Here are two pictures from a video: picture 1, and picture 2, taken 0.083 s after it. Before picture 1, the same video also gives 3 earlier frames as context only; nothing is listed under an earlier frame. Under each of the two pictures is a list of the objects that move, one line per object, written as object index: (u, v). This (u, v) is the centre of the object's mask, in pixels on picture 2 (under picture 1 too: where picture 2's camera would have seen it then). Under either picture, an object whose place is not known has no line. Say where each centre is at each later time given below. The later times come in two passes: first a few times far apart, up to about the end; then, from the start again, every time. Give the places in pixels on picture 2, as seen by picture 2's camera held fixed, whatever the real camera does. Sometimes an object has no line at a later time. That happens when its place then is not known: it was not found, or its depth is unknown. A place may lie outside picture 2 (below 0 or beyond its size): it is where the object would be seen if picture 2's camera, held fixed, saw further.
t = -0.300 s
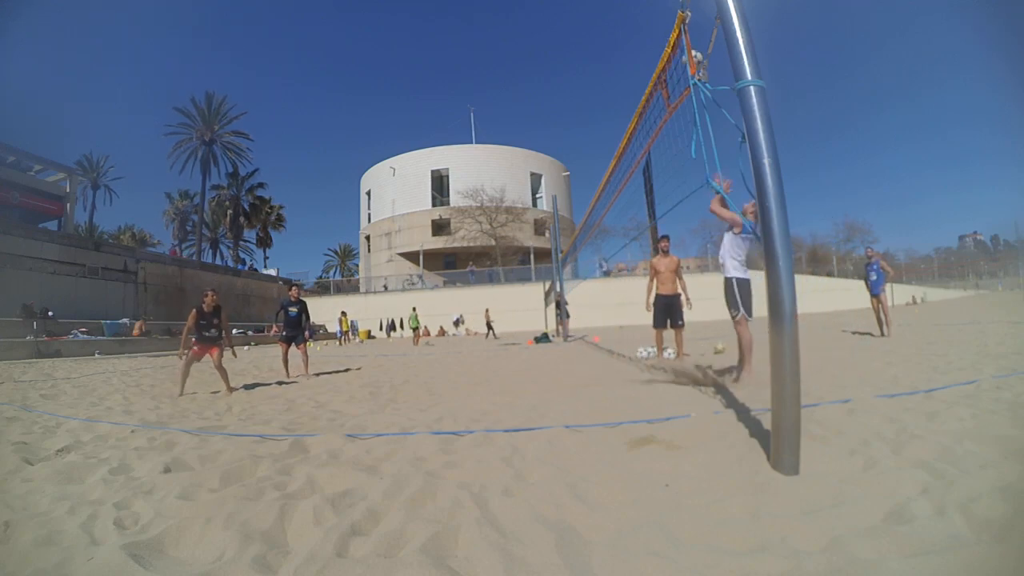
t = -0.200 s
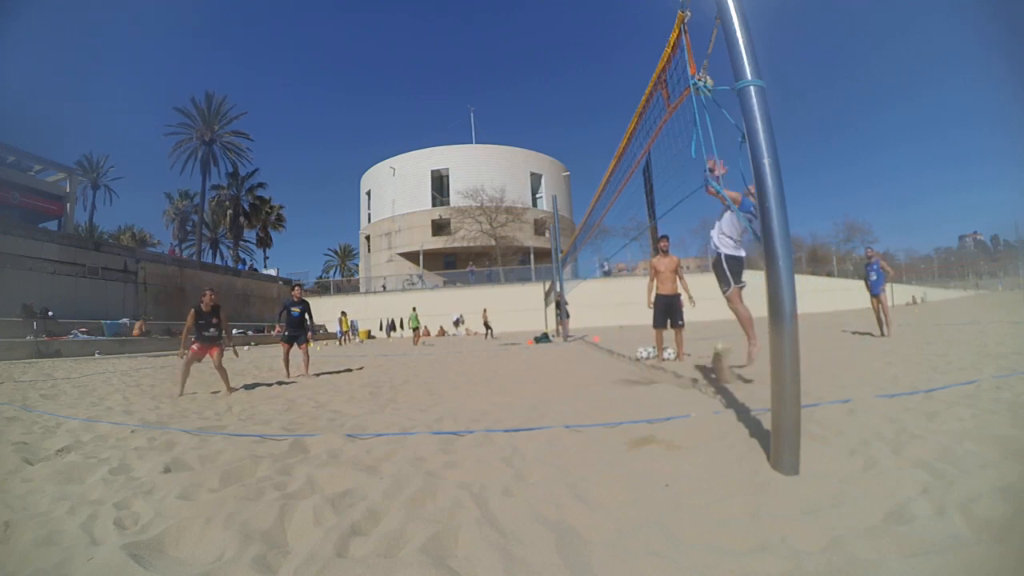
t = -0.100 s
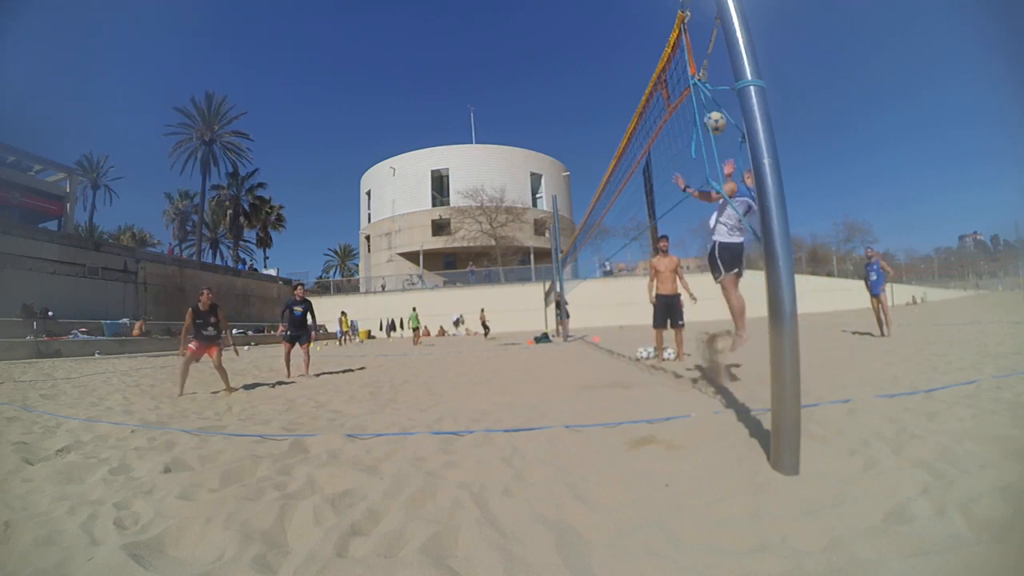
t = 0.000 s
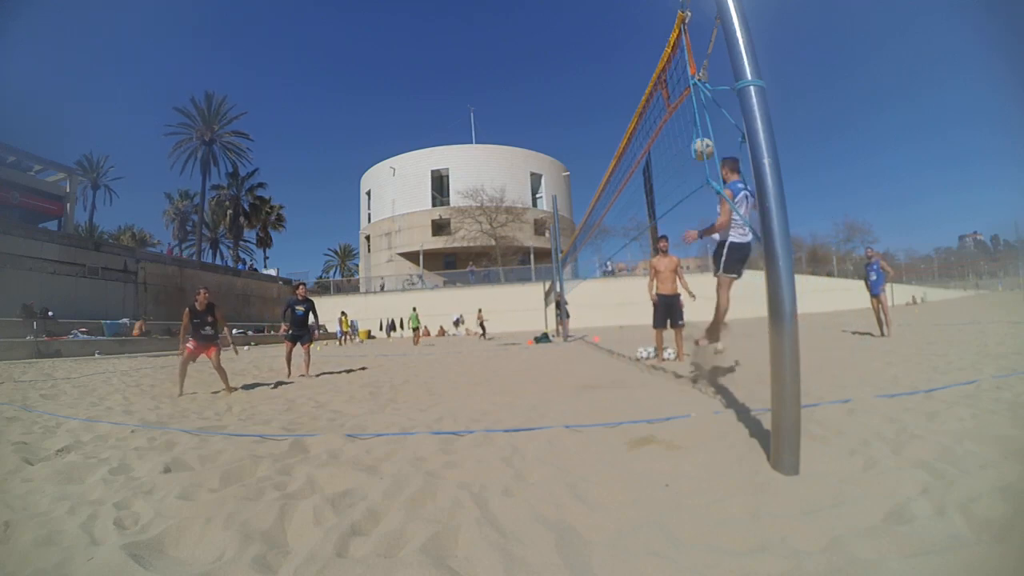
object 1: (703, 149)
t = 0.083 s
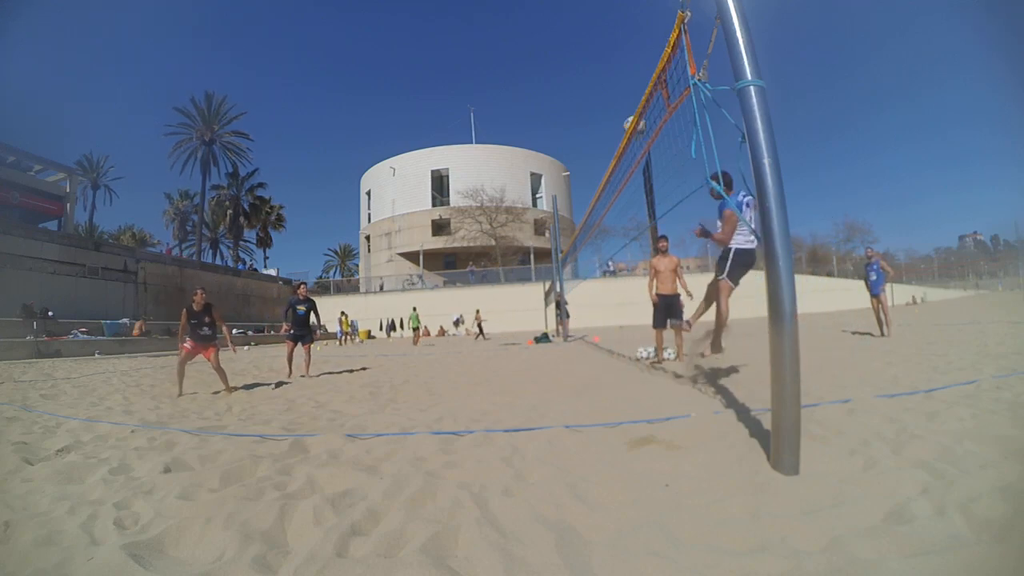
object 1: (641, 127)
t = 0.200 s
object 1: (544, 112)
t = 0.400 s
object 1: (406, 122)
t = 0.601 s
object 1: (295, 167)
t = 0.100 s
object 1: (620, 123)
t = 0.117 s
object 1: (608, 121)
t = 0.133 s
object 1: (595, 118)
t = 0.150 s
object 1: (582, 116)
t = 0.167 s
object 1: (569, 114)
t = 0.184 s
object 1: (557, 113)
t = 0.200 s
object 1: (544, 112)
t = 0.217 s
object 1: (532, 111)
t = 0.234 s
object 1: (519, 110)
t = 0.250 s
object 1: (507, 110)
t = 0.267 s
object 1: (495, 110)
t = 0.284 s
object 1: (484, 111)
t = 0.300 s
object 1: (472, 111)
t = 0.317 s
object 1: (461, 112)
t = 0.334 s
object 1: (450, 114)
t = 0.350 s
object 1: (439, 116)
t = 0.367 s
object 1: (427, 117)
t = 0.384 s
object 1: (417, 120)
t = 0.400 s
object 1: (406, 122)
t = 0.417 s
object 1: (396, 124)
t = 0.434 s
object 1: (386, 127)
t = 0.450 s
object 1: (376, 130)
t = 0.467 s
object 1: (366, 133)
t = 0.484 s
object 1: (357, 137)
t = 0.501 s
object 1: (347, 140)
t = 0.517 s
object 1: (338, 144)
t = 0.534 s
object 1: (329, 148)
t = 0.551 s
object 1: (320, 153)
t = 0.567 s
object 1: (311, 157)
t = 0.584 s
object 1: (303, 162)
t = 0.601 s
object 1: (295, 167)
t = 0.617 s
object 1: (286, 172)
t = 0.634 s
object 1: (278, 177)
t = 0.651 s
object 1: (271, 182)
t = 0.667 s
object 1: (262, 188)
